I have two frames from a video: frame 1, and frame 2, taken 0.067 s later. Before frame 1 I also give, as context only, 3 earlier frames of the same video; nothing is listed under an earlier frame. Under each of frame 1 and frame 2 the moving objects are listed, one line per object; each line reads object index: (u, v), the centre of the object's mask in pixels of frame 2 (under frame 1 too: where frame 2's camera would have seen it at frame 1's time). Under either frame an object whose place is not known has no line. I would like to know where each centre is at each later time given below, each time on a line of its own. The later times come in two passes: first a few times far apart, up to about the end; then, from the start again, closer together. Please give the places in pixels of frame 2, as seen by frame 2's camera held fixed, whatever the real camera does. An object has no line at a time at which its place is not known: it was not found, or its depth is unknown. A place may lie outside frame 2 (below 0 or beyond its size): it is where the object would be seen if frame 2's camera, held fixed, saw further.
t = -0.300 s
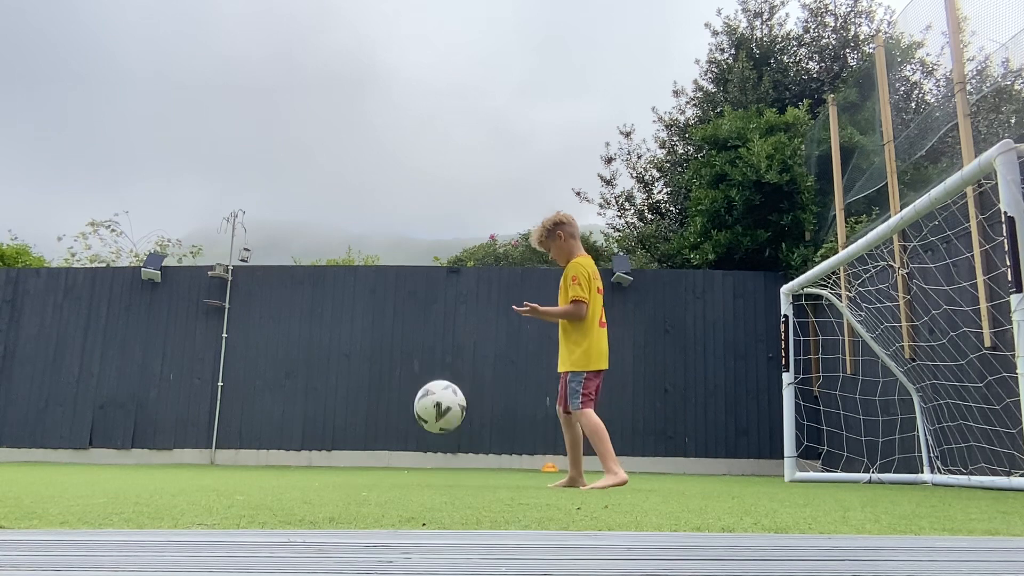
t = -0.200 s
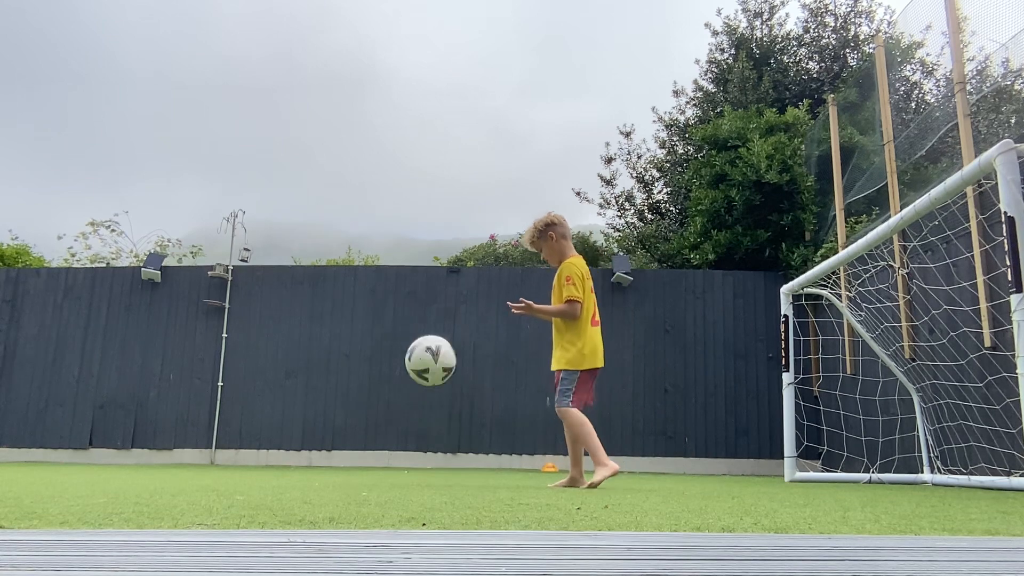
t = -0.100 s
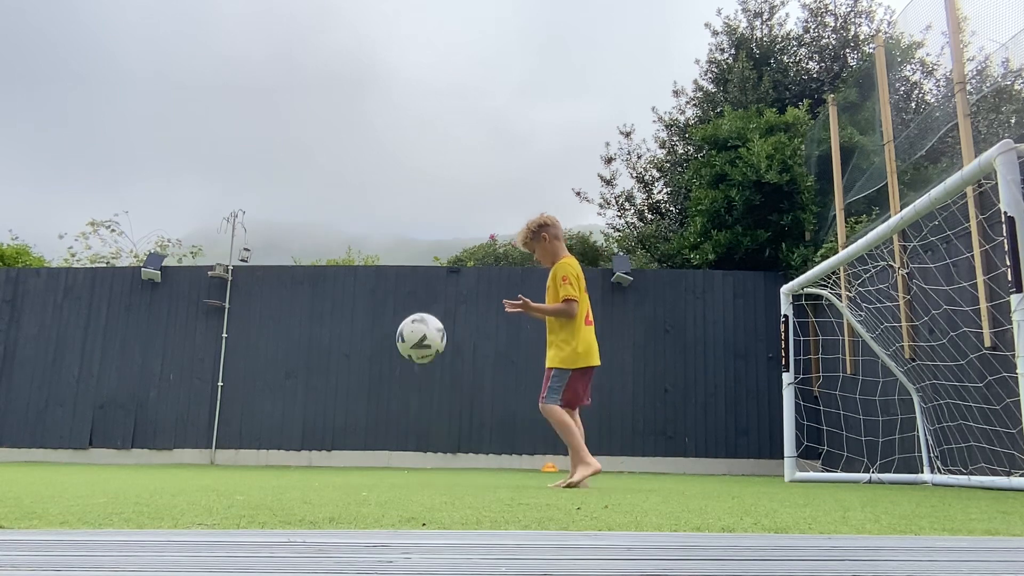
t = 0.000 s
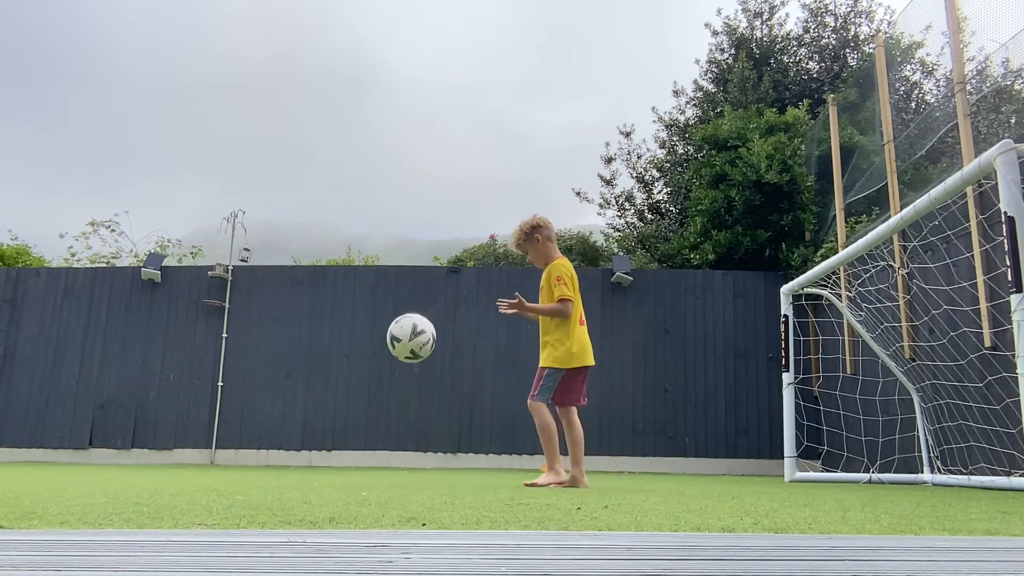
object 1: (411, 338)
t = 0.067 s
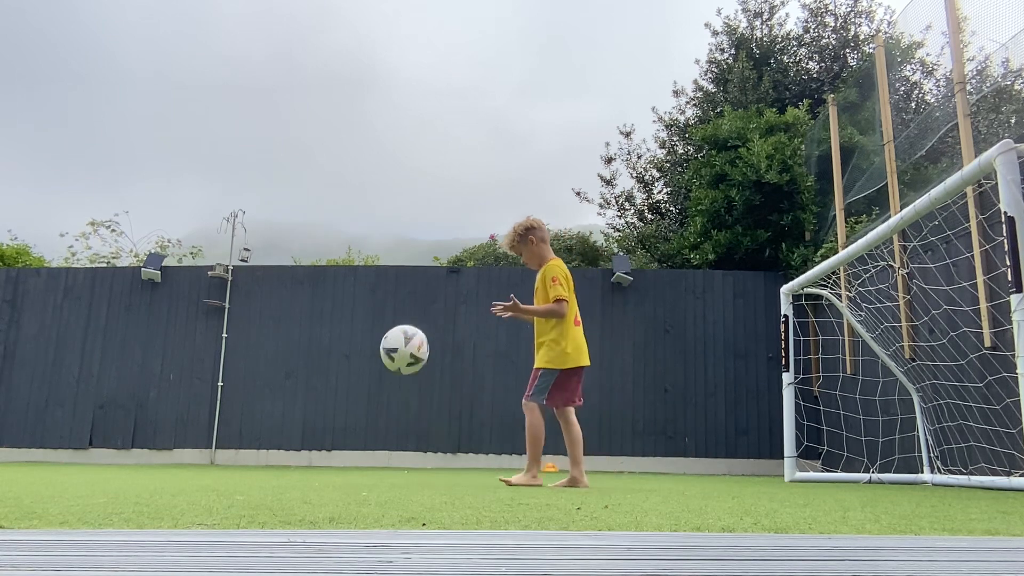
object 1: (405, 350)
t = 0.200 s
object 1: (390, 401)
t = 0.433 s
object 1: (365, 410)
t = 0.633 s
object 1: (343, 397)
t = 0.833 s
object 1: (318, 461)
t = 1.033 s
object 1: (303, 424)
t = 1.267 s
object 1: (281, 451)
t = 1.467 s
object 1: (258, 451)
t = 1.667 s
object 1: (237, 453)
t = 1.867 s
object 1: (217, 459)
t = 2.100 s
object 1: (195, 459)
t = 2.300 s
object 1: (179, 458)
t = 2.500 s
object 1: (165, 458)
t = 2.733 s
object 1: (151, 458)
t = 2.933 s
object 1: (139, 458)
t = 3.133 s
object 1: (128, 458)
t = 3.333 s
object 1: (121, 458)
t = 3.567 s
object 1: (115, 457)
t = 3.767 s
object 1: (112, 457)
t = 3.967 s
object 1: (112, 457)
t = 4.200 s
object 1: (112, 457)
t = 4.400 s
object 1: (113, 457)
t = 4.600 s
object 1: (113, 457)
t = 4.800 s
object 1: (113, 457)
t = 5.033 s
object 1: (113, 457)
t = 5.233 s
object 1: (113, 457)
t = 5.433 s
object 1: (113, 457)
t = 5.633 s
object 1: (113, 457)
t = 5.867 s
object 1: (113, 457)
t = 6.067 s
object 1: (113, 457)
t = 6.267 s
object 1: (113, 457)
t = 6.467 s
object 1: (113, 457)
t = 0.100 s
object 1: (401, 359)
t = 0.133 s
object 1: (397, 371)
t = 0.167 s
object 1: (394, 384)
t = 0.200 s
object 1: (390, 401)
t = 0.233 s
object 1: (387, 420)
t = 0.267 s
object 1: (382, 440)
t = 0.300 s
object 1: (379, 462)
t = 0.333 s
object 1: (375, 449)
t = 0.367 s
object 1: (372, 433)
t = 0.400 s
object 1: (369, 421)
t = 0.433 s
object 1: (365, 410)
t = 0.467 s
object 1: (362, 402)
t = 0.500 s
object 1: (358, 396)
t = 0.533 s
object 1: (355, 393)
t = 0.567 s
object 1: (351, 392)
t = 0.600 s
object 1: (347, 393)
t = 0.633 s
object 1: (343, 397)
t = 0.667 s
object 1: (339, 403)
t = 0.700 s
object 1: (335, 412)
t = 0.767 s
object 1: (327, 435)
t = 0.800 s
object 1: (323, 450)
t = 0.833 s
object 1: (318, 461)
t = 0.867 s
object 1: (316, 449)
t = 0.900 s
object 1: (314, 440)
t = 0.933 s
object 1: (311, 432)
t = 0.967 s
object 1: (308, 427)
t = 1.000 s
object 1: (306, 424)
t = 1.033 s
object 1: (303, 424)
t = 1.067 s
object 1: (300, 426)
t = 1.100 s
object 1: (297, 429)
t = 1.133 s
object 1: (293, 436)
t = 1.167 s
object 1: (290, 444)
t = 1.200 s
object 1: (287, 455)
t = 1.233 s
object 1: (284, 459)
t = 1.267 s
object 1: (281, 451)
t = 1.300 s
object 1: (277, 445)
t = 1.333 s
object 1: (274, 442)
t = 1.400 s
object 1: (266, 442)
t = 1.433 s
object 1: (263, 445)
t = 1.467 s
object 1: (258, 451)
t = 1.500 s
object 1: (254, 459)
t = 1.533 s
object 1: (251, 458)
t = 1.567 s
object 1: (248, 453)
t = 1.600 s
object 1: (245, 450)
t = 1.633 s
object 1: (242, 450)
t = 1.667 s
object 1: (237, 453)
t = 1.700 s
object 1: (233, 457)
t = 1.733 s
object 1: (230, 459)
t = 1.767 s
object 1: (227, 456)
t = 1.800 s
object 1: (224, 455)
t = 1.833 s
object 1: (220, 456)
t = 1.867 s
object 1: (217, 459)
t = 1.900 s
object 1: (214, 458)
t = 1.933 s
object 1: (211, 457)
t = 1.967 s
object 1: (207, 459)
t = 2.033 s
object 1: (201, 458)
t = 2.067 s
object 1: (198, 459)
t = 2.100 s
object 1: (195, 459)
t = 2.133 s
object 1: (192, 459)
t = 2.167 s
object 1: (189, 458)
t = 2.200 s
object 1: (187, 458)
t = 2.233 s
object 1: (184, 458)
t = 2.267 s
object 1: (181, 458)
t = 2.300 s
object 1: (179, 458)
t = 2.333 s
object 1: (176, 458)
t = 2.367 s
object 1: (174, 458)
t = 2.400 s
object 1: (172, 458)
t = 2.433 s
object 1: (169, 458)
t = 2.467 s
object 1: (167, 458)
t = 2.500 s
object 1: (165, 458)
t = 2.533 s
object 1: (163, 458)
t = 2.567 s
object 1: (161, 458)
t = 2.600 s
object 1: (159, 458)
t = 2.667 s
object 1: (154, 458)
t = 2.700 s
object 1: (152, 458)
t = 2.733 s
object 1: (151, 458)
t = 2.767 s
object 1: (148, 458)
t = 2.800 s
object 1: (146, 458)
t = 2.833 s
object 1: (144, 458)
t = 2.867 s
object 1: (143, 458)
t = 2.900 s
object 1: (141, 458)
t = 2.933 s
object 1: (139, 458)
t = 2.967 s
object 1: (137, 458)
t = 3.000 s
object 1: (135, 458)
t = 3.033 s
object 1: (133, 458)
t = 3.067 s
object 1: (131, 458)
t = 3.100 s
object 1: (130, 458)
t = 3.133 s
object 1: (128, 458)
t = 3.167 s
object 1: (127, 458)
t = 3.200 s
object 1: (125, 458)
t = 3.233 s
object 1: (124, 458)
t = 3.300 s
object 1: (122, 458)
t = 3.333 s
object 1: (121, 458)
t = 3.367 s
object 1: (120, 458)
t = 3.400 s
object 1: (119, 458)
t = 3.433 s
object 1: (118, 457)
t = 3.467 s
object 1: (117, 457)
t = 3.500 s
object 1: (116, 457)
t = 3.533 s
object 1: (116, 457)
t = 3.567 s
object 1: (115, 457)
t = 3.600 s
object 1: (114, 457)
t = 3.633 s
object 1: (114, 457)
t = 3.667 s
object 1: (113, 457)
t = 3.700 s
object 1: (113, 457)
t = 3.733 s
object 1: (112, 457)
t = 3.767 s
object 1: (112, 457)
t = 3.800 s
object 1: (112, 457)
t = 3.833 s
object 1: (112, 457)
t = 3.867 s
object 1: (112, 457)
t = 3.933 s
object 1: (112, 457)
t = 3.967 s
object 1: (112, 457)
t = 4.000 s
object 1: (112, 457)
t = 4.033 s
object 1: (112, 457)
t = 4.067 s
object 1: (112, 457)
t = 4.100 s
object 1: (112, 457)
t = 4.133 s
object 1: (112, 457)
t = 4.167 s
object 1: (112, 457)
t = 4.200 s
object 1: (112, 457)
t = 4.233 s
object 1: (113, 457)
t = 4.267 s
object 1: (113, 458)
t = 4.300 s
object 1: (113, 458)
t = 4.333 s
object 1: (113, 458)
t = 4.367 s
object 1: (113, 458)
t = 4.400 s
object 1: (113, 457)
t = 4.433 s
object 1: (113, 457)
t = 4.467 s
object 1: (113, 457)
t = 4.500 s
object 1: (113, 457)
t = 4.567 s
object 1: (113, 457)
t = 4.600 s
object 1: (113, 457)
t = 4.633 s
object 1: (113, 457)
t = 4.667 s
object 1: (113, 457)
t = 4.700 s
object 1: (113, 457)
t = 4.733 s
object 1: (113, 457)
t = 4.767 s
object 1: (113, 457)
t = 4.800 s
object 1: (113, 457)
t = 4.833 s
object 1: (113, 457)
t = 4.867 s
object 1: (113, 457)
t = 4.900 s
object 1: (113, 457)
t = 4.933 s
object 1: (113, 457)
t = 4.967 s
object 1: (113, 457)
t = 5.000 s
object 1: (113, 457)
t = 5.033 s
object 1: (113, 457)
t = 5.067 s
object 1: (113, 457)
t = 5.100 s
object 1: (113, 457)
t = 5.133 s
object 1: (113, 457)
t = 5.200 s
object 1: (113, 457)
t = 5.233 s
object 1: (113, 457)
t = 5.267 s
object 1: (113, 457)
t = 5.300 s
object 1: (113, 457)
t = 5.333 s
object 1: (113, 457)
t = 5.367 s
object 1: (113, 457)
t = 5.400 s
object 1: (113, 457)
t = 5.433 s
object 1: (113, 457)
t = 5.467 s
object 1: (113, 457)
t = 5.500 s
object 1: (113, 457)
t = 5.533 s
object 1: (113, 457)
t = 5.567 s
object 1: (113, 457)
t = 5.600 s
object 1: (113, 457)
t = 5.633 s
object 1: (113, 457)
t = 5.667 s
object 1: (113, 457)
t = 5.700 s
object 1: (113, 457)
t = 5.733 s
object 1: (113, 457)
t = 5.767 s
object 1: (113, 457)
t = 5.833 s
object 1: (113, 457)
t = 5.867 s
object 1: (113, 457)
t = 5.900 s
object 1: (113, 457)
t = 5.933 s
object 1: (113, 457)
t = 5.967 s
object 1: (113, 457)
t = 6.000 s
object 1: (113, 457)
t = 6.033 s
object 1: (113, 457)
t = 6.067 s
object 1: (113, 457)
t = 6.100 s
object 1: (113, 457)
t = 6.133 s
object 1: (113, 457)
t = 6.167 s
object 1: (113, 457)
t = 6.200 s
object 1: (113, 457)
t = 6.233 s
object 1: (113, 457)
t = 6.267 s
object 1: (113, 457)
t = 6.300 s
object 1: (113, 457)
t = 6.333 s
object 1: (113, 457)
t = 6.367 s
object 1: (113, 457)
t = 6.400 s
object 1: (113, 457)
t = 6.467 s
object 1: (113, 457)
